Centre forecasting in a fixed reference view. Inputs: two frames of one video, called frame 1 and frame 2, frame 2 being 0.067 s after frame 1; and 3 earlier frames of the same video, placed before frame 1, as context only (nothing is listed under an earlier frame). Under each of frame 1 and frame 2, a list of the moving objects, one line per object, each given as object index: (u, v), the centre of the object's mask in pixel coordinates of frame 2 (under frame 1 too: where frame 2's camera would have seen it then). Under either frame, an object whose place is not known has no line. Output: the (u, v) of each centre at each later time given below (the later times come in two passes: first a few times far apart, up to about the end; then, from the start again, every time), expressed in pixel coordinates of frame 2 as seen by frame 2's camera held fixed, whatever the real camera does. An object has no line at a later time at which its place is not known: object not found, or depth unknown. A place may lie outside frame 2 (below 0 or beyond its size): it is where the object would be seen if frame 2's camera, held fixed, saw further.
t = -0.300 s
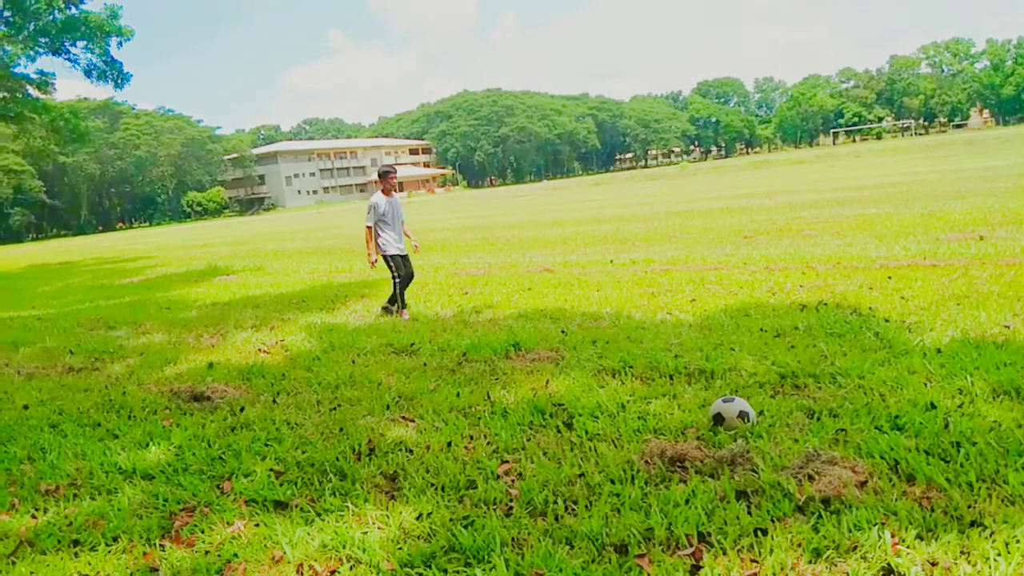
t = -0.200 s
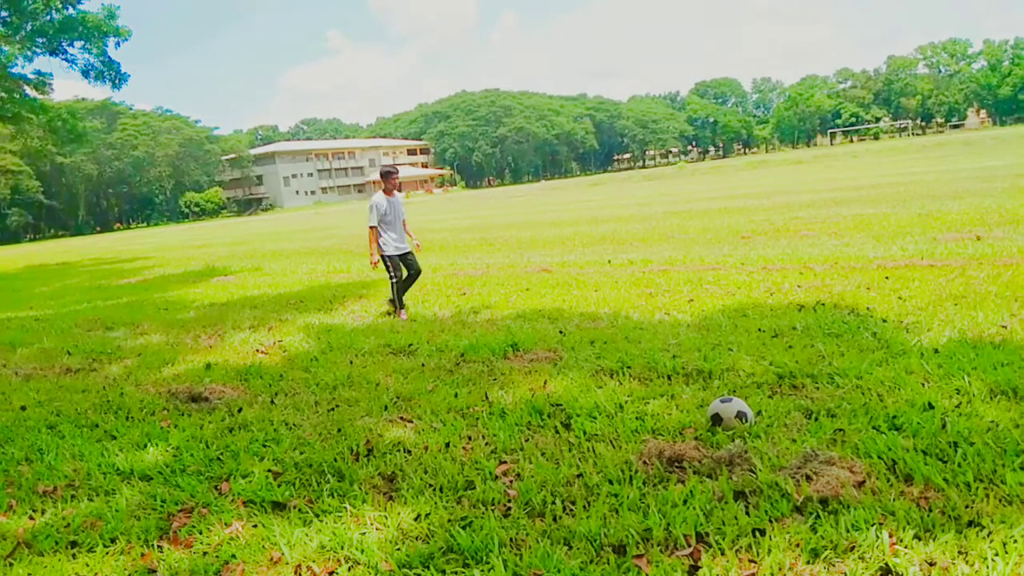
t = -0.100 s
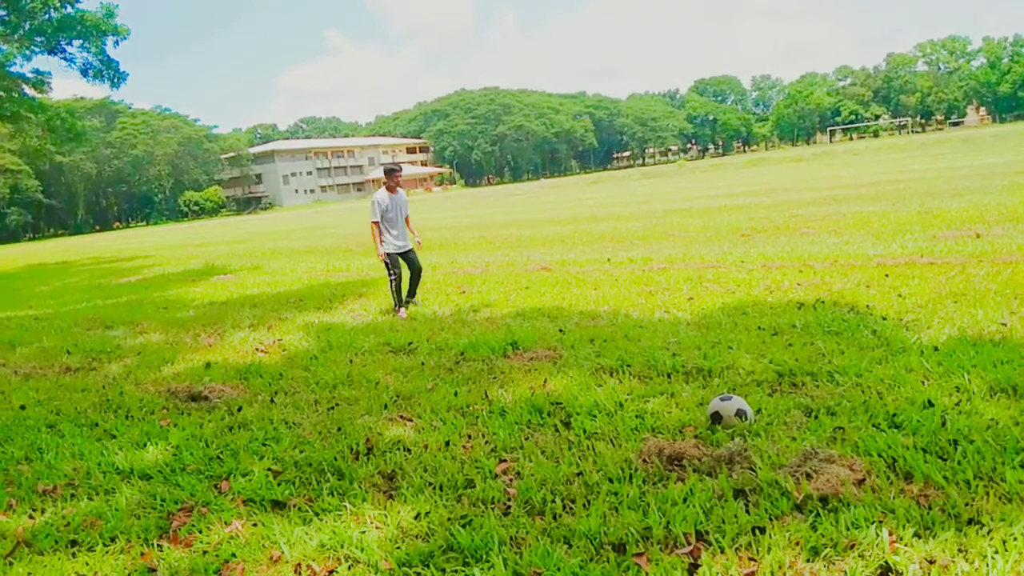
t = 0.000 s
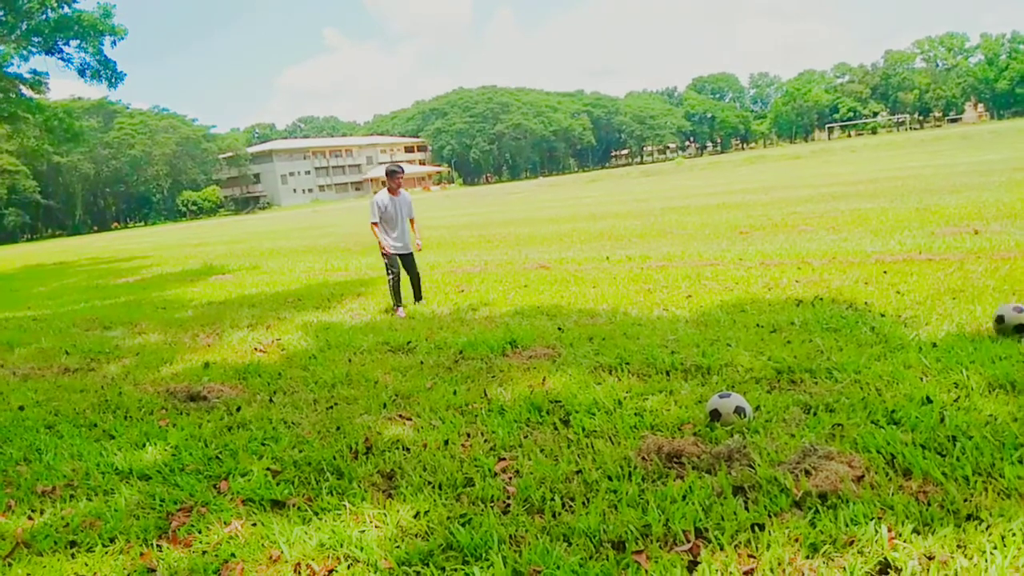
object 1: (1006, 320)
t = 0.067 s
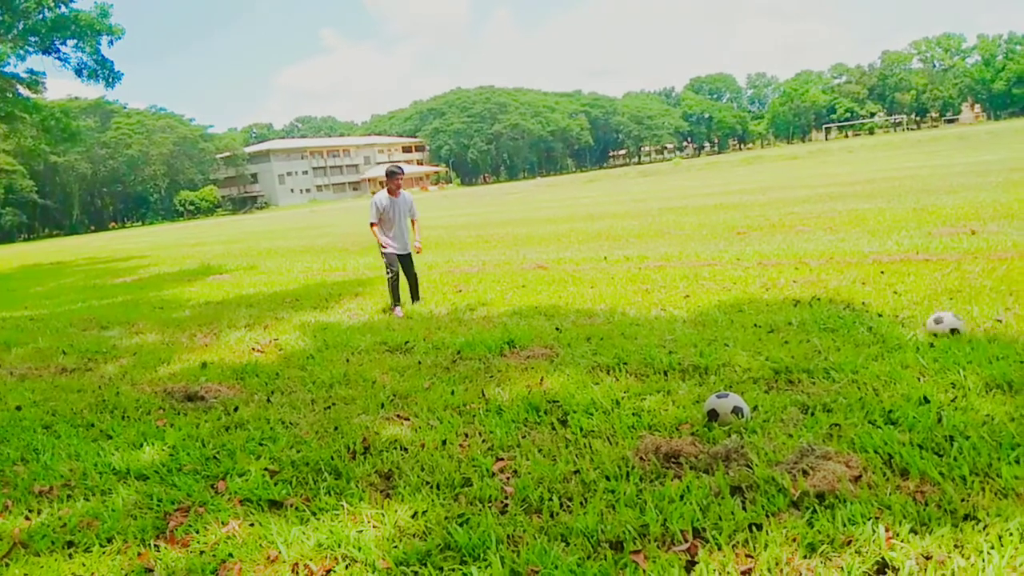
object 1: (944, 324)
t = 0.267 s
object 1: (807, 316)
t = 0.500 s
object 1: (692, 319)
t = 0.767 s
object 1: (606, 310)
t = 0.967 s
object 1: (559, 311)
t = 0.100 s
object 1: (917, 323)
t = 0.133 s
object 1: (893, 321)
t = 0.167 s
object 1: (869, 320)
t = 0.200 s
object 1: (847, 318)
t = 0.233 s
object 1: (826, 317)
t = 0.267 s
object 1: (807, 316)
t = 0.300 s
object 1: (787, 317)
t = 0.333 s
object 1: (770, 317)
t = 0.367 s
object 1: (752, 317)
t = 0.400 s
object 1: (736, 317)
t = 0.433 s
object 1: (721, 318)
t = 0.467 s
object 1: (704, 318)
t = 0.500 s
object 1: (692, 319)
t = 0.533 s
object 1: (678, 317)
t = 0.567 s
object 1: (665, 316)
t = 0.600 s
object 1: (654, 314)
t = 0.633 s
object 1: (644, 312)
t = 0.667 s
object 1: (634, 310)
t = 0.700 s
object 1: (624, 309)
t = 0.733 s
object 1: (614, 309)
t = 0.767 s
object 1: (606, 310)
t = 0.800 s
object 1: (596, 310)
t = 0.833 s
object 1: (588, 311)
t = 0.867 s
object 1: (580, 312)
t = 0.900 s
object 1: (572, 313)
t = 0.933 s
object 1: (565, 312)
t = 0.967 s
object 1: (559, 311)
